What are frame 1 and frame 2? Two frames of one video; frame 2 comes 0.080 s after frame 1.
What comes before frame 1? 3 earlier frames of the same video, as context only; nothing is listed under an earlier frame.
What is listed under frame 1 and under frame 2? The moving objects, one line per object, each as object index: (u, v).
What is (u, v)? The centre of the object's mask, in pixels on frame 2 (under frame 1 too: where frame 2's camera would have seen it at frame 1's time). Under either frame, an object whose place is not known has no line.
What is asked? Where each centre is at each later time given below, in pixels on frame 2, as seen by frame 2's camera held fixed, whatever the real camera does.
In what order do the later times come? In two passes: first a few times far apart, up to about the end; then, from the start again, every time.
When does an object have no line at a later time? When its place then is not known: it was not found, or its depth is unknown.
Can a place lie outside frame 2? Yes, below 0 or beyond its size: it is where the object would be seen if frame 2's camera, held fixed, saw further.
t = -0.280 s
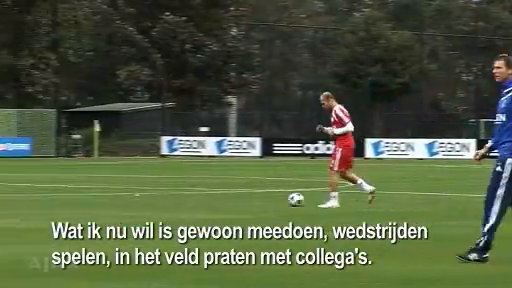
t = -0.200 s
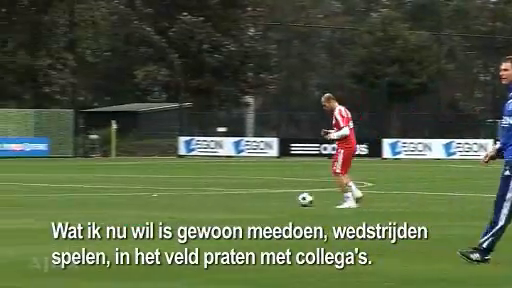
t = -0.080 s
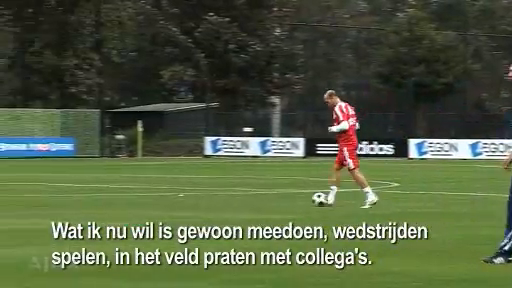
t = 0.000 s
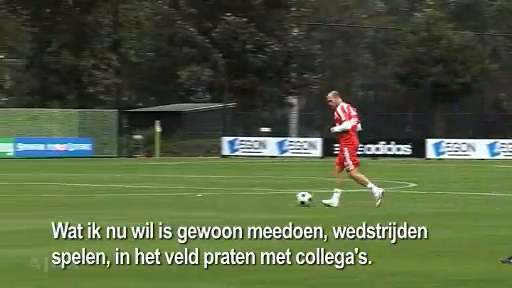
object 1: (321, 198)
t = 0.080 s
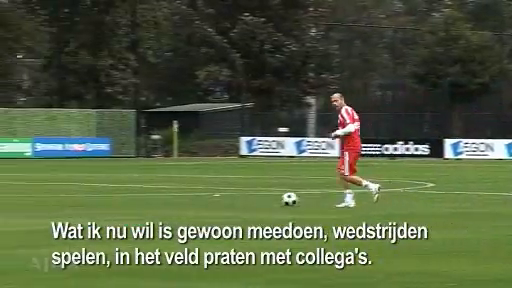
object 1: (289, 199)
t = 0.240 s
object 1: (235, 199)
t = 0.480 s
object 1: (168, 194)
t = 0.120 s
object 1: (275, 198)
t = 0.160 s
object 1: (261, 199)
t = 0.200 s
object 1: (247, 199)
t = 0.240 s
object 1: (235, 199)
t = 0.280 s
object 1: (221, 198)
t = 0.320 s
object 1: (208, 197)
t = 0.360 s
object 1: (196, 196)
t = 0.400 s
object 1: (186, 195)
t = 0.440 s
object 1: (177, 194)
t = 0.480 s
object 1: (168, 194)
